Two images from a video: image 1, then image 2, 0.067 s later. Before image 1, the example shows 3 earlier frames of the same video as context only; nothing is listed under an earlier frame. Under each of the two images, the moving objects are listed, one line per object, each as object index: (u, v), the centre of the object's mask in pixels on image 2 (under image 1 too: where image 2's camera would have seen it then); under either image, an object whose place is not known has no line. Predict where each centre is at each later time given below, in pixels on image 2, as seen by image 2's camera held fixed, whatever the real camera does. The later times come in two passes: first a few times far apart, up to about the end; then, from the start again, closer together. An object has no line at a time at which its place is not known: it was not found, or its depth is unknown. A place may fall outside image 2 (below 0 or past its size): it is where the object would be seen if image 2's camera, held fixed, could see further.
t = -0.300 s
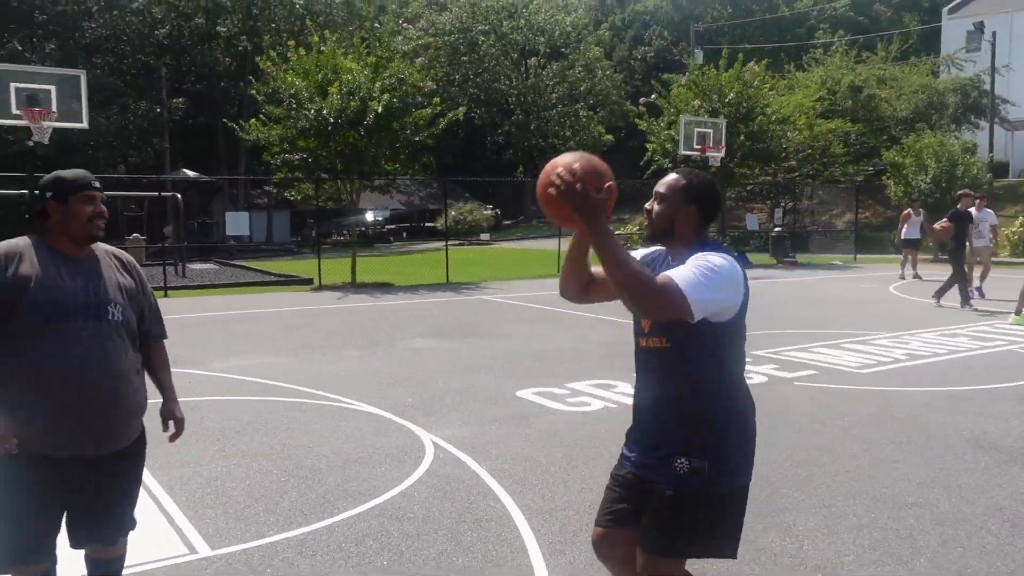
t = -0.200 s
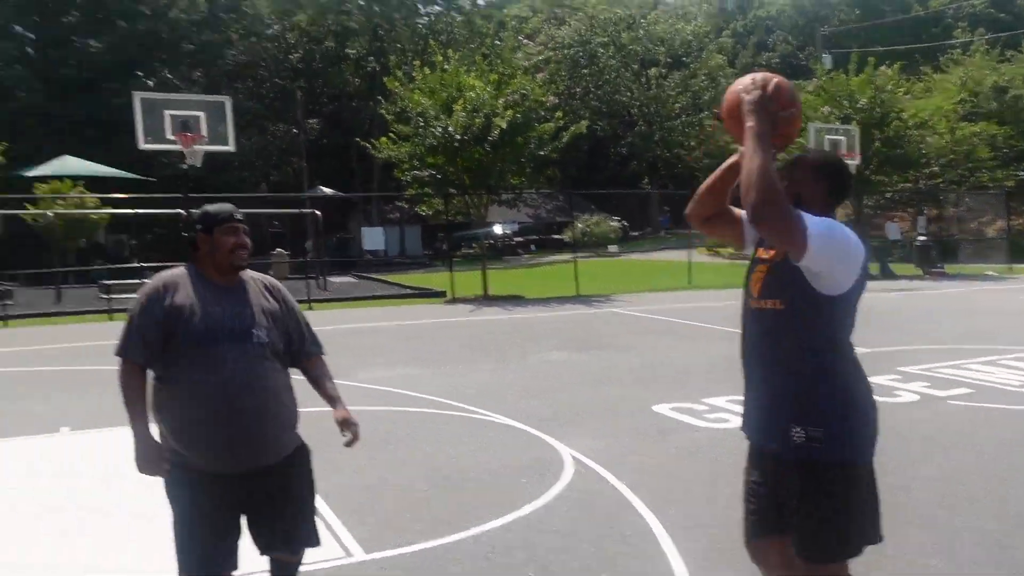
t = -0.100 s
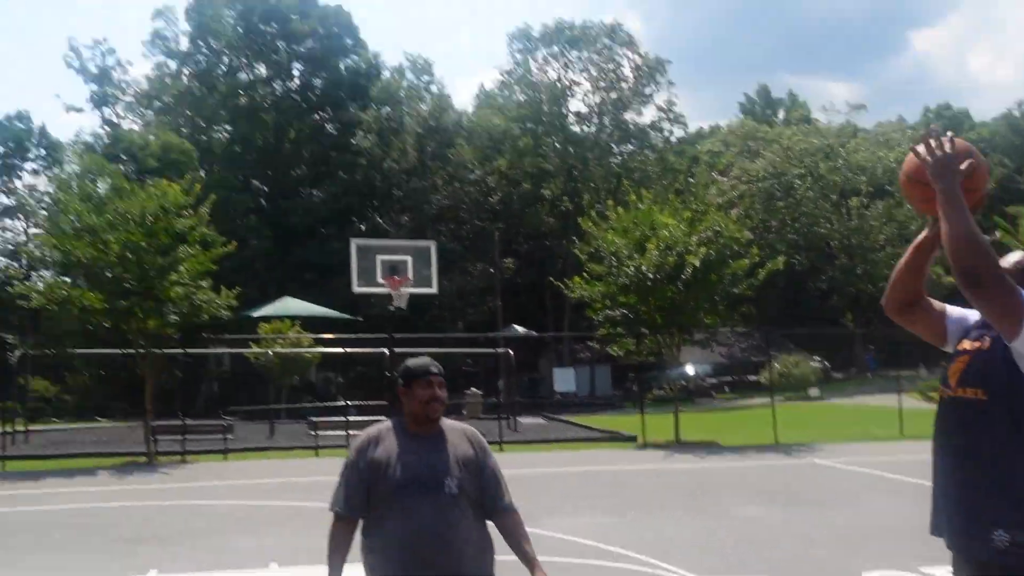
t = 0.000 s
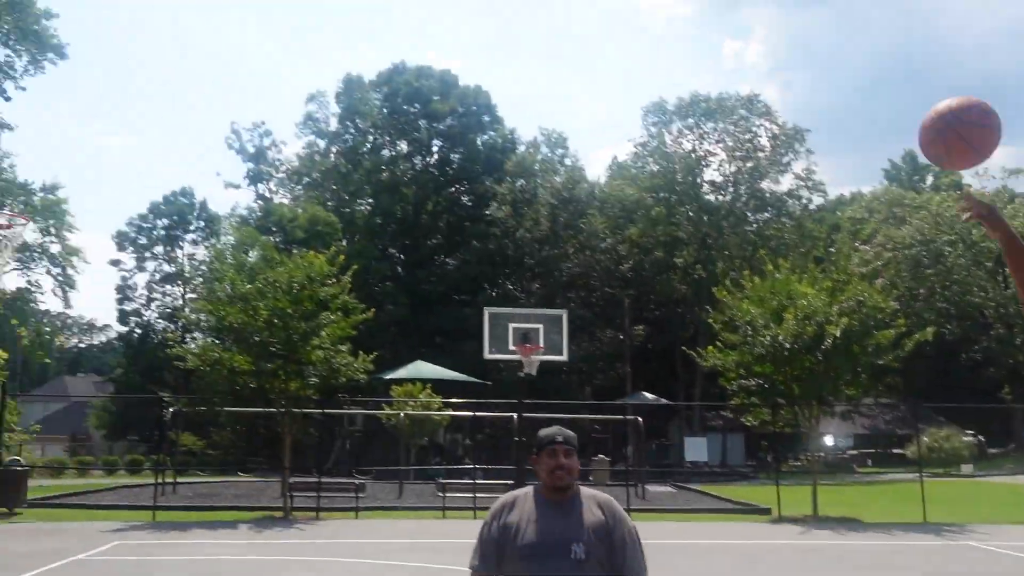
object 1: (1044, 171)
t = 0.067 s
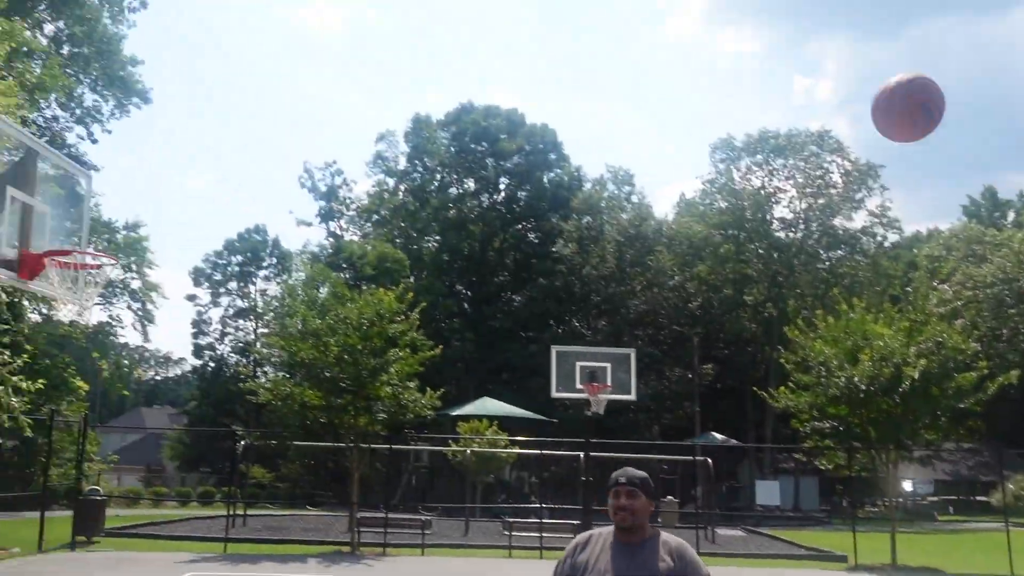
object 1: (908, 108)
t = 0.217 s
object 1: (685, 36)
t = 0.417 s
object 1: (490, 25)
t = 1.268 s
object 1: (188, 486)
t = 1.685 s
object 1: (274, 480)
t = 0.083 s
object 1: (879, 96)
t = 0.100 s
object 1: (851, 85)
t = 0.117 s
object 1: (824, 75)
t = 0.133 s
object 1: (798, 66)
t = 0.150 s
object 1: (772, 58)
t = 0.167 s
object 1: (748, 51)
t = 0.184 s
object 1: (726, 45)
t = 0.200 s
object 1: (704, 40)
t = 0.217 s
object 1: (685, 36)
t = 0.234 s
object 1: (665, 31)
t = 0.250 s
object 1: (646, 28)
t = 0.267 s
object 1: (627, 25)
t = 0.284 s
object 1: (609, 23)
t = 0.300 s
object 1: (593, 21)
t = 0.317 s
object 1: (579, 20)
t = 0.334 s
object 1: (564, 19)
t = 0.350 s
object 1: (547, 19)
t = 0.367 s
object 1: (531, 21)
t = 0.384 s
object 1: (516, 22)
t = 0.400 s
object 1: (503, 24)
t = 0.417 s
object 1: (490, 25)
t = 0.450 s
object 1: (466, 32)
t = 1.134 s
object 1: (172, 372)
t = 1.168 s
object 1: (177, 398)
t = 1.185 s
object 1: (180, 412)
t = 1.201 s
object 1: (182, 427)
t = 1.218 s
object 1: (184, 441)
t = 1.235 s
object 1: (186, 456)
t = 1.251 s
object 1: (187, 471)
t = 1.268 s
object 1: (188, 486)
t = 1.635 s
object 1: (260, 510)
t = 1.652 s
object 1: (264, 499)
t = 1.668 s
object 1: (269, 490)
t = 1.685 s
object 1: (274, 480)
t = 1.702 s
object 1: (279, 471)
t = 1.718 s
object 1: (284, 462)
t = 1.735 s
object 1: (288, 454)
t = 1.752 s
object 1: (293, 446)
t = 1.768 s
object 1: (298, 439)
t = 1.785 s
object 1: (302, 432)
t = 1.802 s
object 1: (306, 424)
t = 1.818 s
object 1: (310, 417)
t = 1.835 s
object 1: (315, 411)
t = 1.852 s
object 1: (319, 406)
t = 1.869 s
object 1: (323, 400)
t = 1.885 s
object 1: (328, 396)
